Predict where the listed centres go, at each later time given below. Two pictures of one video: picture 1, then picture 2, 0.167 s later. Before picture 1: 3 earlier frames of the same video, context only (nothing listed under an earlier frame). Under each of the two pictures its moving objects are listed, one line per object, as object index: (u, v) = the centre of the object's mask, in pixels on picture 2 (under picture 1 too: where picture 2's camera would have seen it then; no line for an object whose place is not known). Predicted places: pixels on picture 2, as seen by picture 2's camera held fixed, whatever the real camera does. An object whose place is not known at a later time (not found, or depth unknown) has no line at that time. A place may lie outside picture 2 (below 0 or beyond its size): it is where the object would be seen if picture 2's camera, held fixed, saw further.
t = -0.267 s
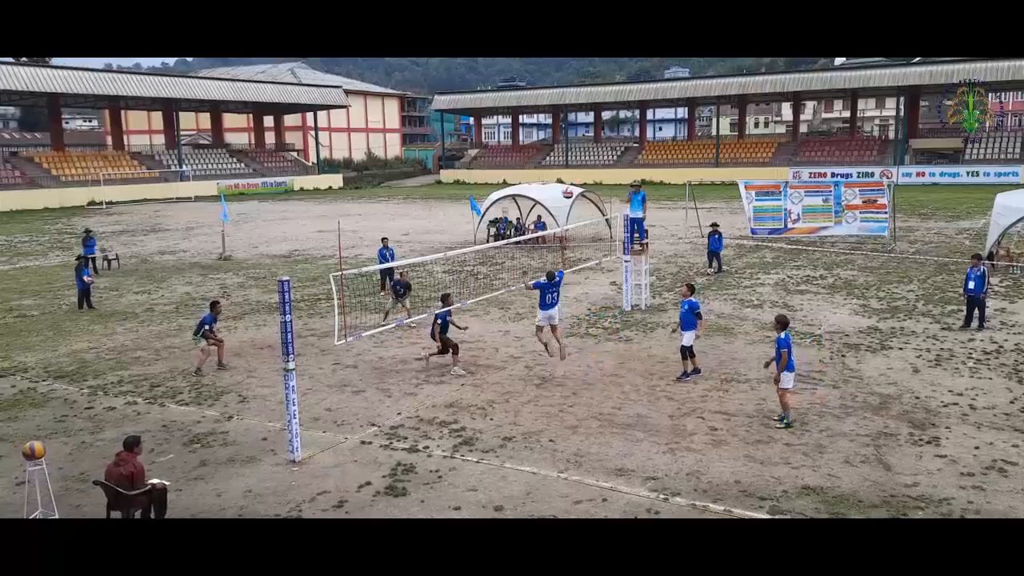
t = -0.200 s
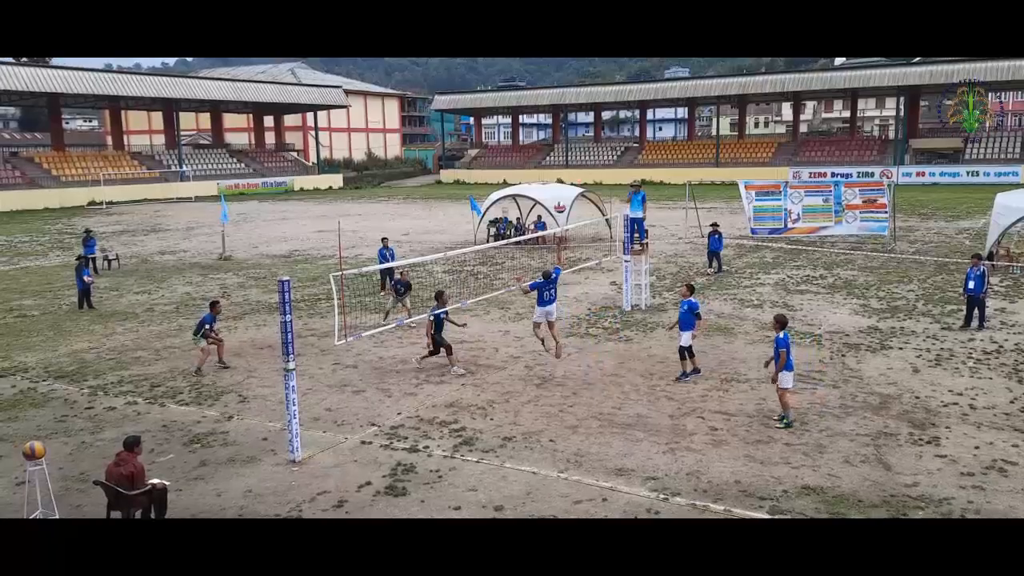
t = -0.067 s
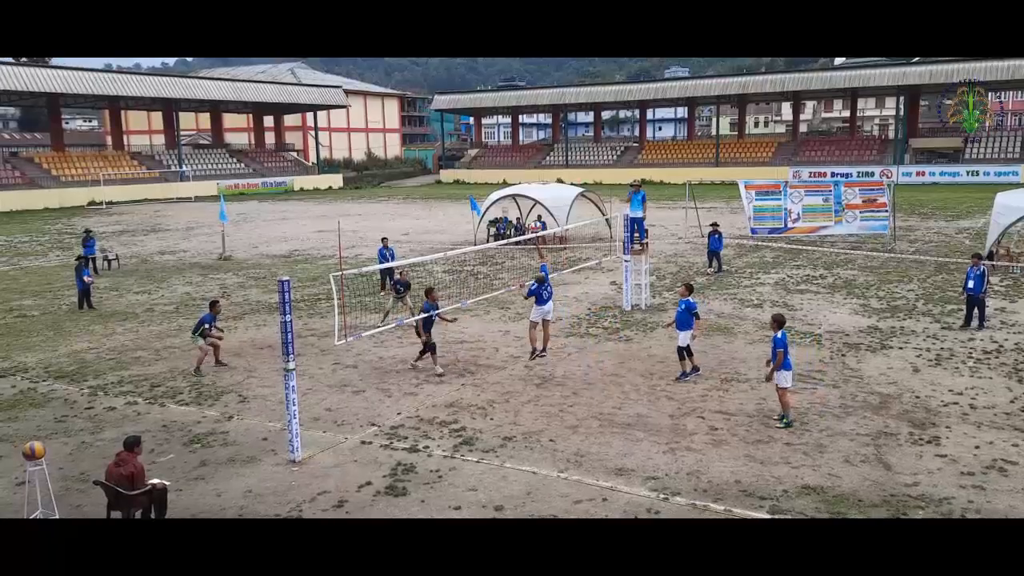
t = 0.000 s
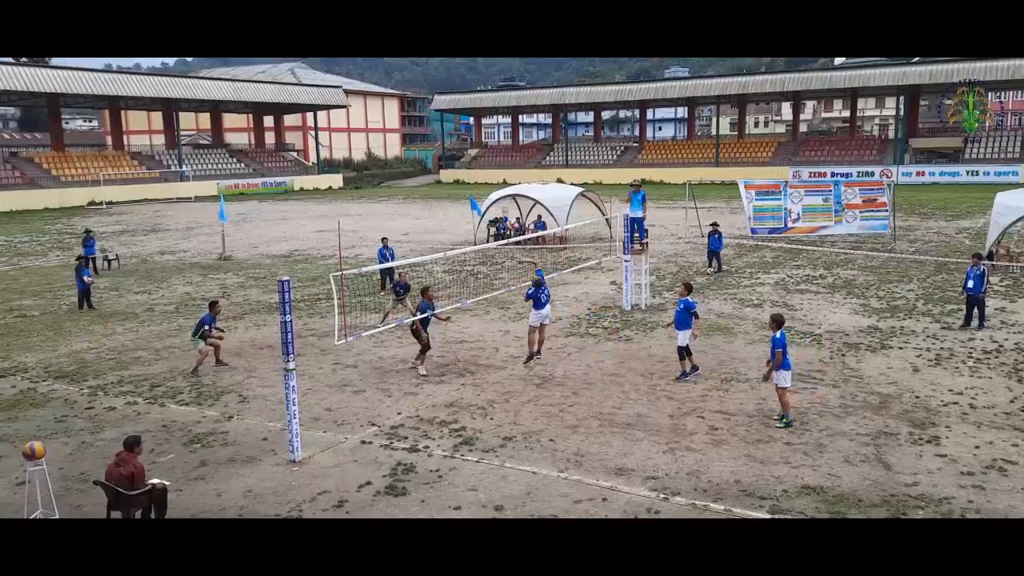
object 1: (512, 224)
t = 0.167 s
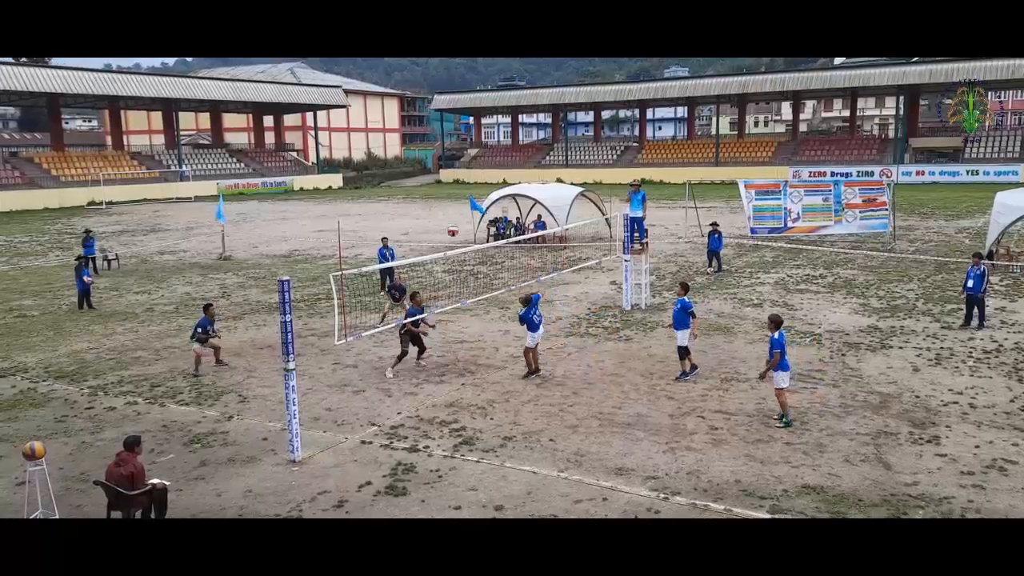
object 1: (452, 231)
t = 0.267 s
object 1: (417, 241)
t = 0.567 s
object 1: (316, 307)
